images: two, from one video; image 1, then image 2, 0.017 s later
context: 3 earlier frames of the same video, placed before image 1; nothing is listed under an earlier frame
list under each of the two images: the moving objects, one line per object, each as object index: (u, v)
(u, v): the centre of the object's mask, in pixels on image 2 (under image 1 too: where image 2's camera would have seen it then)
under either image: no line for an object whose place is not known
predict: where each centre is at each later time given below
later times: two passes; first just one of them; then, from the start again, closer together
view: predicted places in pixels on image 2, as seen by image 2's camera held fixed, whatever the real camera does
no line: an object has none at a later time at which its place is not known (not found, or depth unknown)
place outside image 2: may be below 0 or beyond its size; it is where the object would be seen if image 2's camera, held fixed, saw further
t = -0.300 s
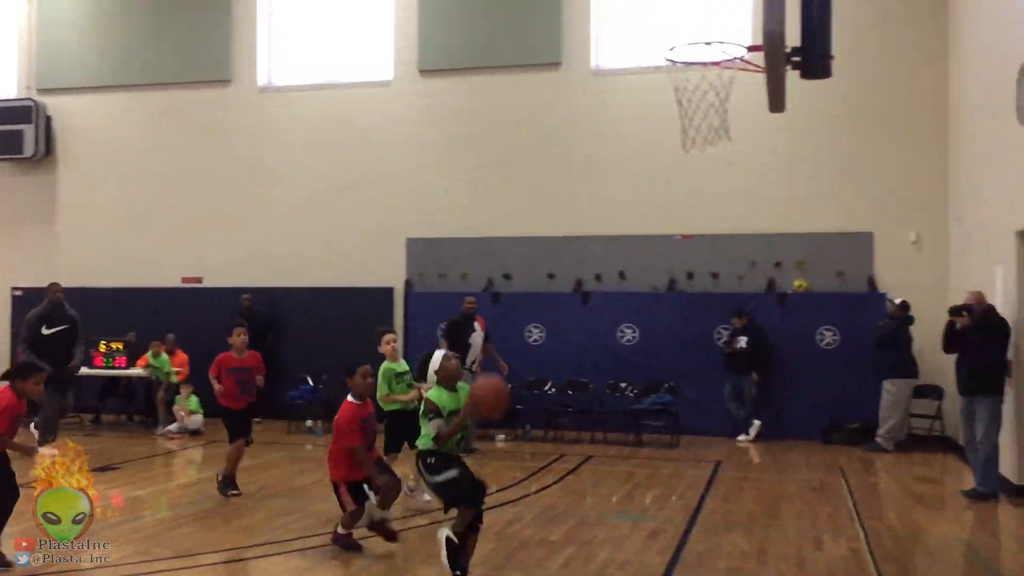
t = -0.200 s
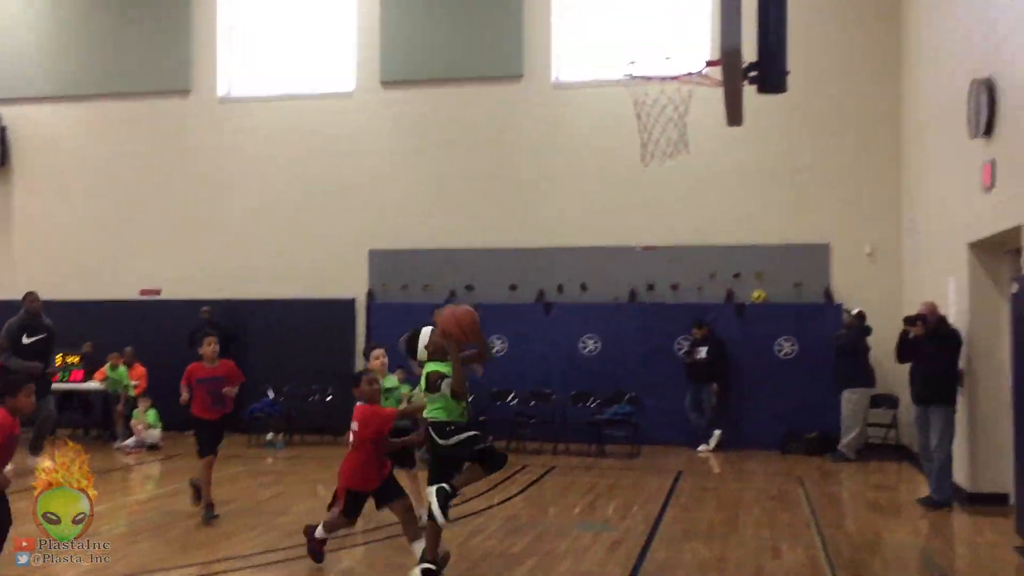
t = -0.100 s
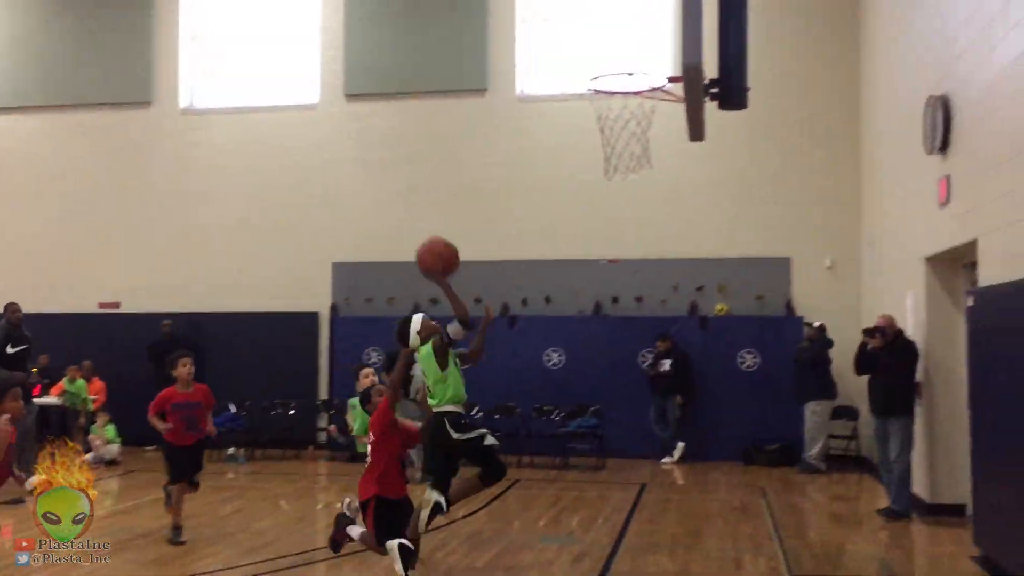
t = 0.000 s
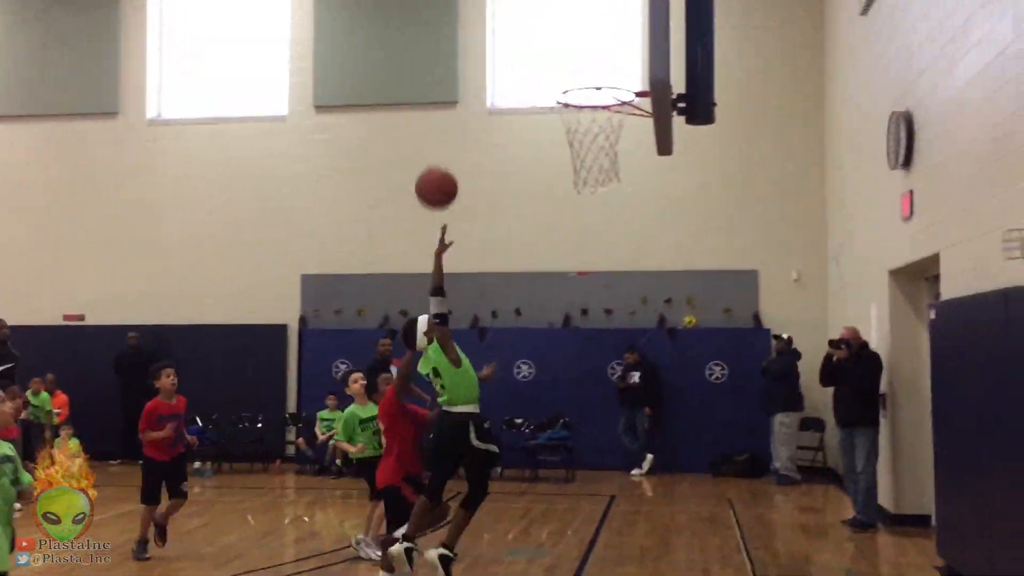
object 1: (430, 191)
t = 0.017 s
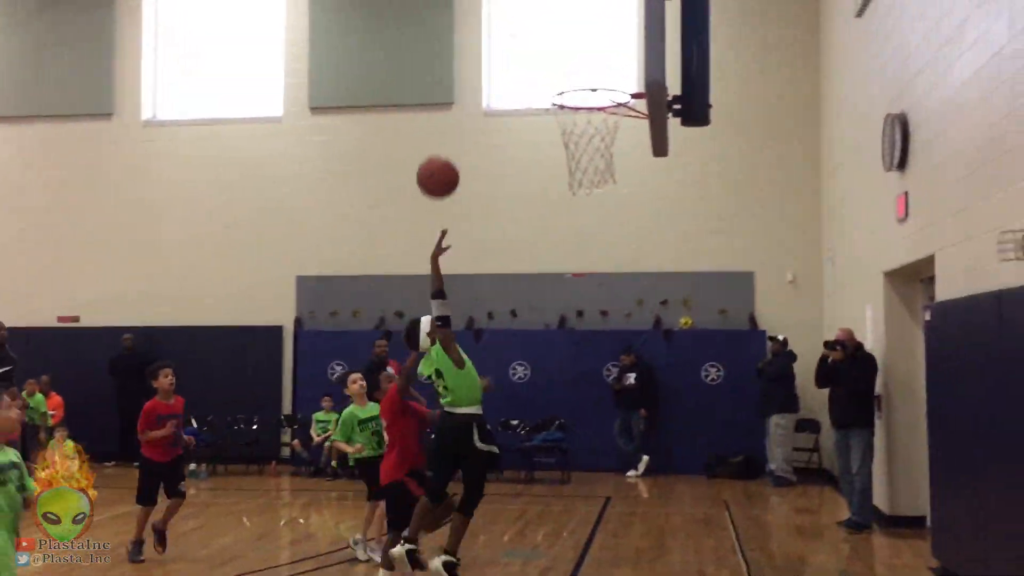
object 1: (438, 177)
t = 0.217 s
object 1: (505, 73)
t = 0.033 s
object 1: (443, 166)
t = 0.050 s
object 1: (449, 155)
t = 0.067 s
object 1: (455, 144)
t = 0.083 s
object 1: (461, 134)
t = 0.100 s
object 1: (466, 124)
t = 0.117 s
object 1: (473, 115)
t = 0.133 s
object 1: (478, 107)
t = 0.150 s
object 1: (484, 99)
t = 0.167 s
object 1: (490, 91)
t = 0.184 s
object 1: (495, 85)
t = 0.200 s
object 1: (501, 78)
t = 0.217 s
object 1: (505, 73)
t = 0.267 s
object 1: (522, 58)
